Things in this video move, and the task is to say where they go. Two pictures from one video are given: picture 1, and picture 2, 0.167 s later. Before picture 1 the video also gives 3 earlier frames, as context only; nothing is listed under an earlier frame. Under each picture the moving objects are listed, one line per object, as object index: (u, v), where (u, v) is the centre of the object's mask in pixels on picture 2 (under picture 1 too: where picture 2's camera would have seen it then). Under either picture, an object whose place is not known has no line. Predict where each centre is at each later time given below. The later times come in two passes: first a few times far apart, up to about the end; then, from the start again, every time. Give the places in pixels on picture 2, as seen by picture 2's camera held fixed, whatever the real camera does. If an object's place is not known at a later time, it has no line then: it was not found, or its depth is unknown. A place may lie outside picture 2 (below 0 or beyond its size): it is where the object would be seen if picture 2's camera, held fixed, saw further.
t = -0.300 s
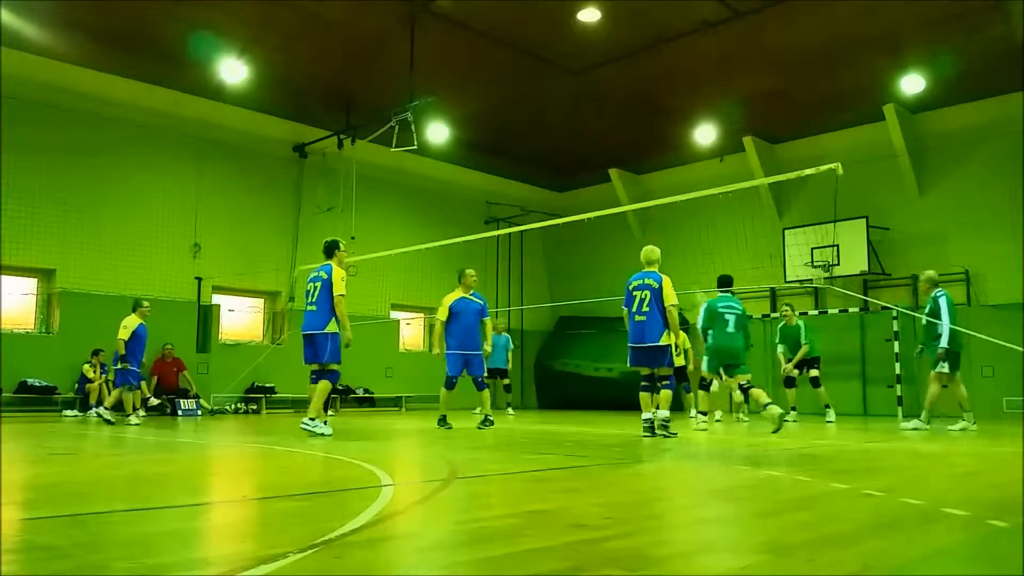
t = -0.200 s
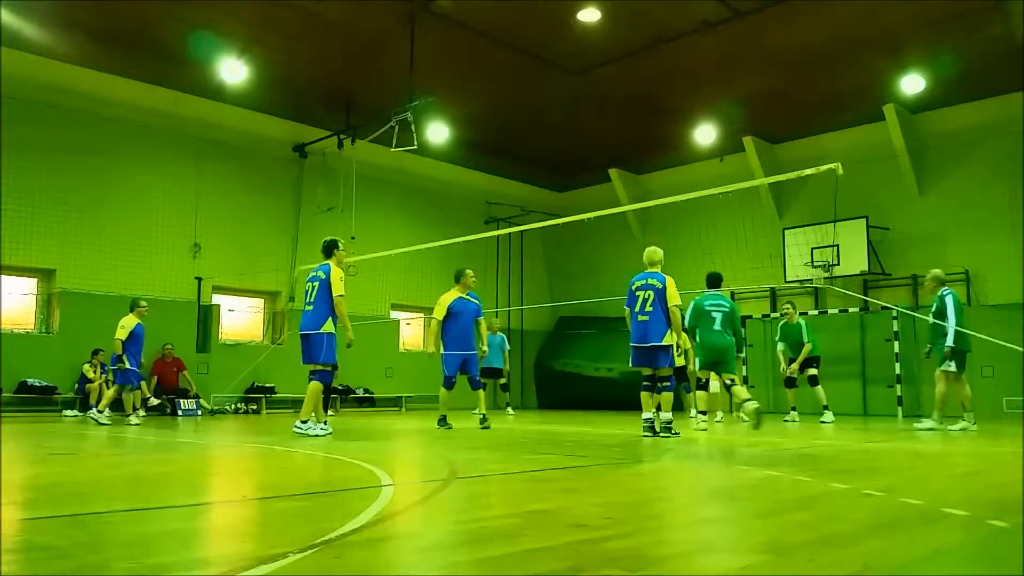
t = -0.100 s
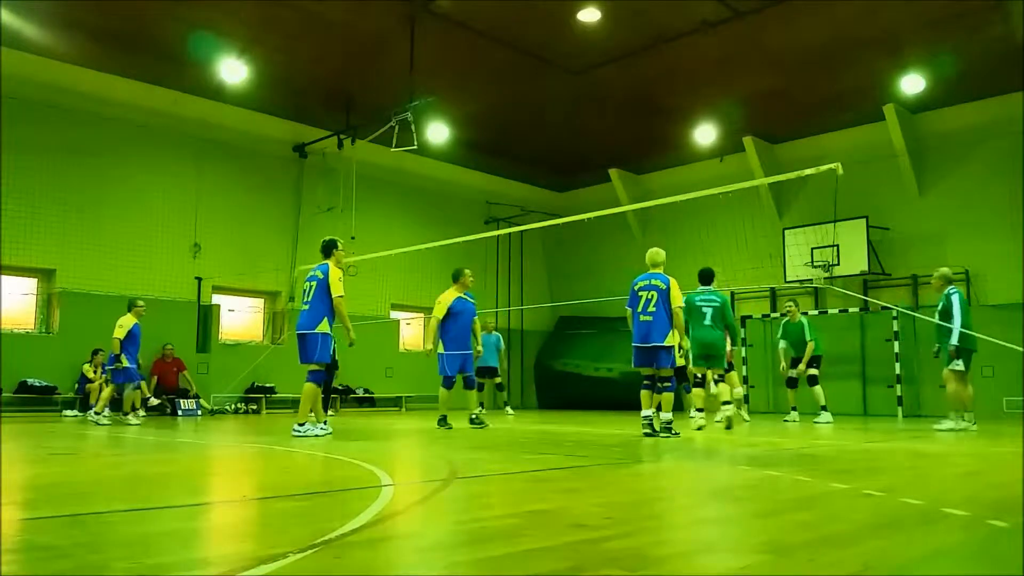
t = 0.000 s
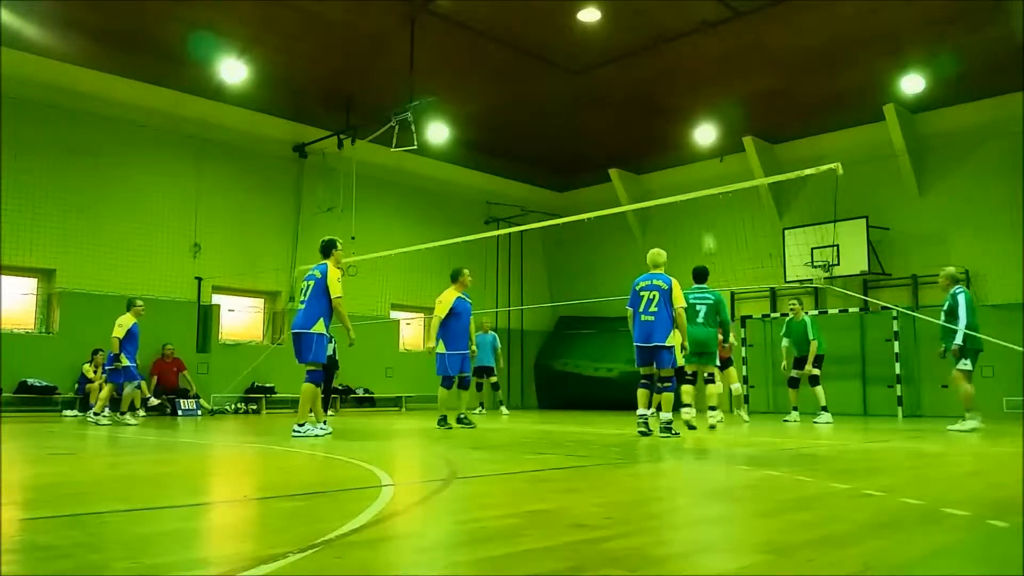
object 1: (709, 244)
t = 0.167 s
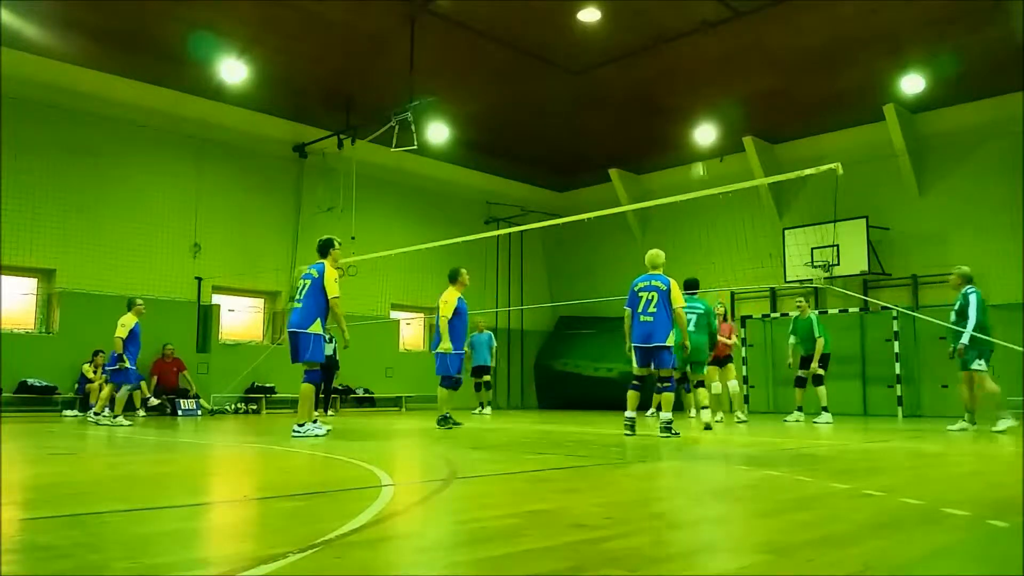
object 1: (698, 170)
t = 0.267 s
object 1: (689, 136)
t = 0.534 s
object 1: (674, 74)
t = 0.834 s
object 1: (653, 59)
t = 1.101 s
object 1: (633, 103)
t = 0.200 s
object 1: (696, 158)
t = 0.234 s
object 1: (693, 148)
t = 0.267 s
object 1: (689, 136)
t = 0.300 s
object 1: (689, 126)
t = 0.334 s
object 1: (688, 117)
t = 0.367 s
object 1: (685, 108)
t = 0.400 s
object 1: (683, 100)
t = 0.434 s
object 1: (681, 92)
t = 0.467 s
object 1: (678, 85)
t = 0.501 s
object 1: (676, 79)
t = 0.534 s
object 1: (674, 74)
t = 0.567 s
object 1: (672, 69)
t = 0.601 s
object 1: (669, 65)
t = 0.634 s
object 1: (667, 62)
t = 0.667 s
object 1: (665, 59)
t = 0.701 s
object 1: (663, 58)
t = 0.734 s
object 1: (660, 57)
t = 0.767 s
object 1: (658, 57)
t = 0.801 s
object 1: (656, 57)
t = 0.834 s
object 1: (653, 59)
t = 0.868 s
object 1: (651, 61)
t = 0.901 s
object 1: (648, 65)
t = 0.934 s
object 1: (646, 69)
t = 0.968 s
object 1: (643, 74)
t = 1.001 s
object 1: (641, 79)
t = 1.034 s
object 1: (638, 87)
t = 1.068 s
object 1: (636, 94)
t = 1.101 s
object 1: (633, 103)
